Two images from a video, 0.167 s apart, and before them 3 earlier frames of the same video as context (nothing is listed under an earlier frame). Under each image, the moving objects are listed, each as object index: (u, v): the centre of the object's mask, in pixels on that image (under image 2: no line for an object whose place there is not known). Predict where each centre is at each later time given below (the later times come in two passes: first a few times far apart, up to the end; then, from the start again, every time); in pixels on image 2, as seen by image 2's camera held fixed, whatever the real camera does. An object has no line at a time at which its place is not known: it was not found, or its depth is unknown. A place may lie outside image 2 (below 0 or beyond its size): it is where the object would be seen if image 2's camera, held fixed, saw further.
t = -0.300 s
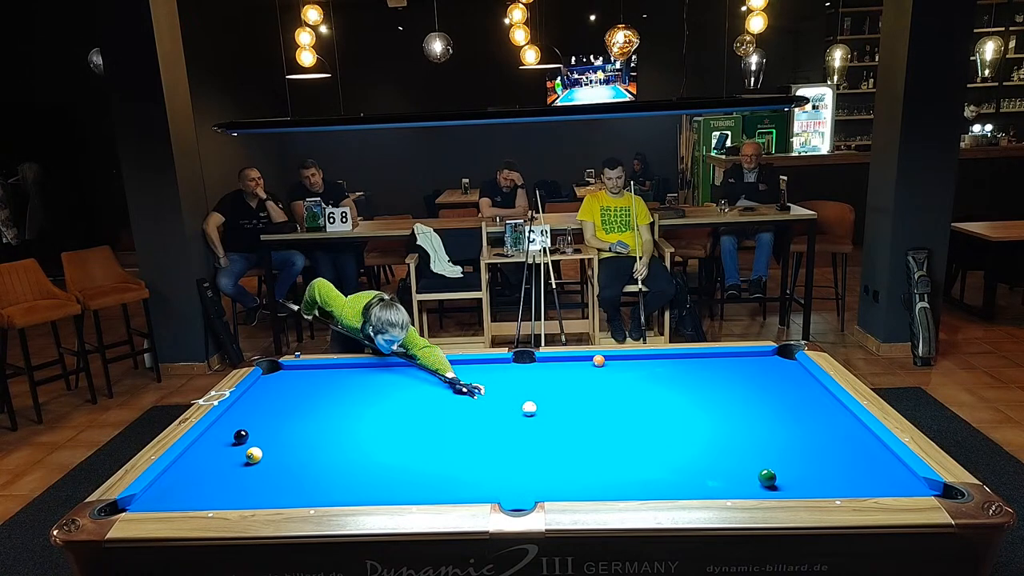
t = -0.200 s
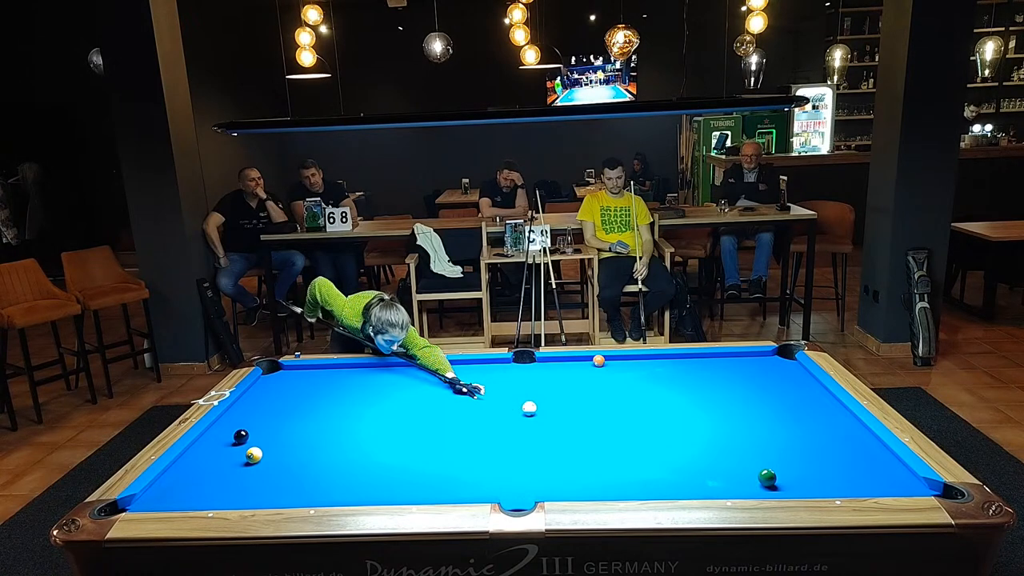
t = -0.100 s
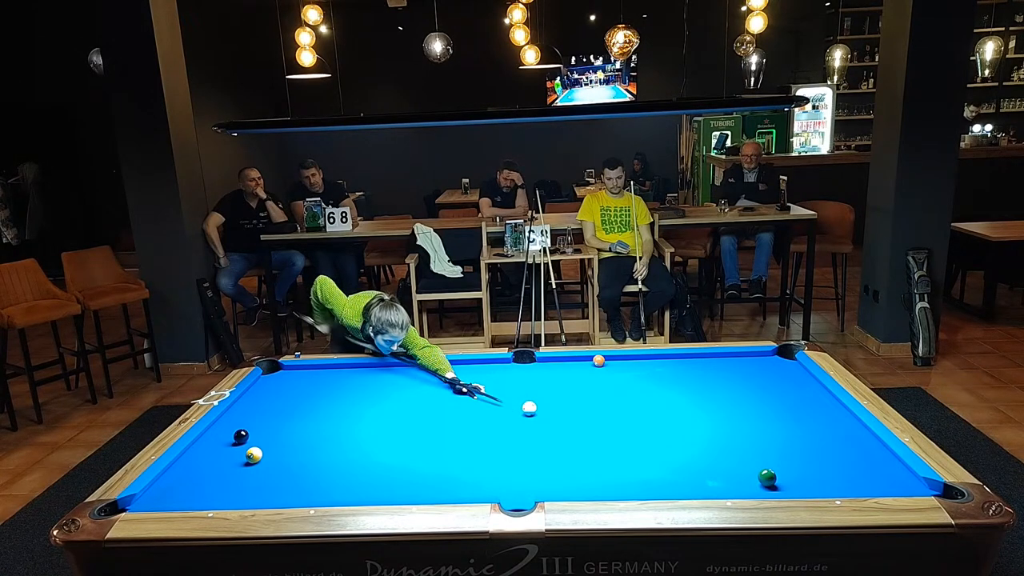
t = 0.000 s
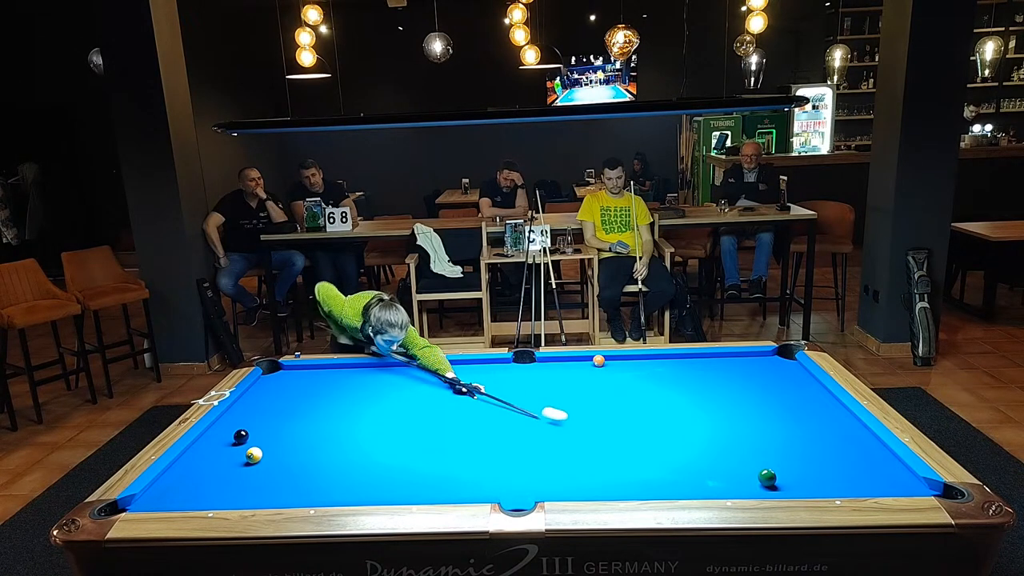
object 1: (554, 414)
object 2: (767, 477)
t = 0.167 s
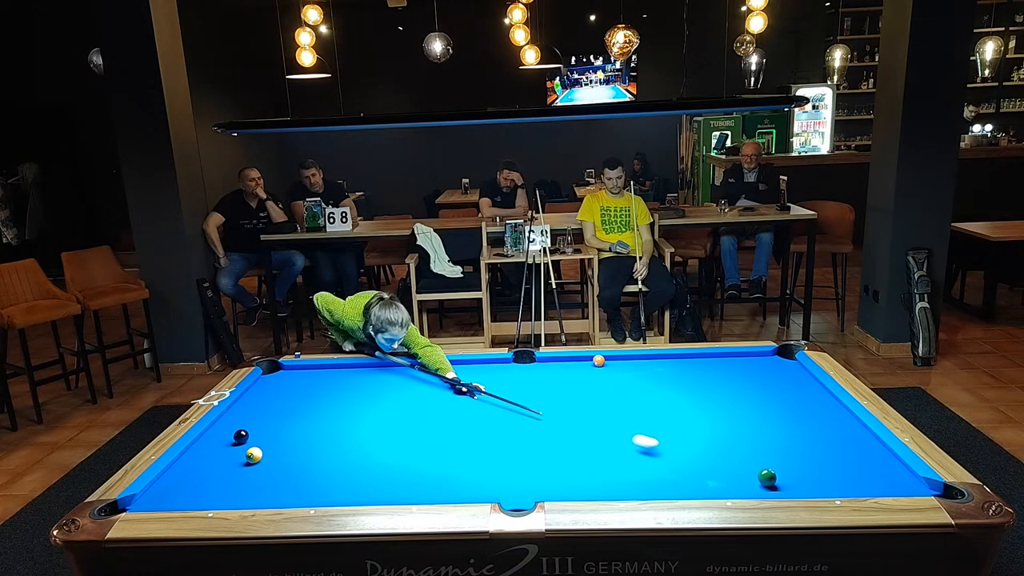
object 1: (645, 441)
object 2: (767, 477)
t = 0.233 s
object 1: (681, 452)
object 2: (767, 477)
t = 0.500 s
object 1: (750, 486)
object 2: (832, 480)
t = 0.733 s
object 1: (724, 474)
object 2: (919, 485)
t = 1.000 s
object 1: (698, 465)
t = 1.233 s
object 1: (678, 456)
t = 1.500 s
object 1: (658, 447)
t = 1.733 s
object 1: (641, 440)
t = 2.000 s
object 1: (624, 433)
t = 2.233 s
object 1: (611, 427)
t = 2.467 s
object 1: (600, 422)
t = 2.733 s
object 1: (587, 417)
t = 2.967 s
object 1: (578, 412)
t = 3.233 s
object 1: (568, 408)
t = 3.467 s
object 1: (561, 405)
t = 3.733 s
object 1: (553, 402)
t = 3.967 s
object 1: (547, 399)
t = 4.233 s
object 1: (542, 397)
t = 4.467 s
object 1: (538, 395)
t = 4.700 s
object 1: (534, 394)
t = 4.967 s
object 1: (531, 392)
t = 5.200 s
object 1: (530, 391)
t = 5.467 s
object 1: (528, 391)
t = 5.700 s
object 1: (527, 390)
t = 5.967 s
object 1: (526, 390)
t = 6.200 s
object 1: (526, 390)
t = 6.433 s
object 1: (526, 390)
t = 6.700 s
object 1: (526, 390)
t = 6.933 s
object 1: (526, 390)
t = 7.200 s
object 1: (526, 390)
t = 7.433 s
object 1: (526, 390)
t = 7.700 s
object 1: (526, 390)
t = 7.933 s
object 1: (526, 390)
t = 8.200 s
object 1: (526, 390)
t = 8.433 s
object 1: (526, 390)
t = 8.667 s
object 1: (526, 390)
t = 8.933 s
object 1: (526, 390)
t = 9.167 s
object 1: (526, 390)
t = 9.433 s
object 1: (526, 390)
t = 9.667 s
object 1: (526, 390)
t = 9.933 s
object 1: (526, 390)
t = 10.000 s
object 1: (526, 390)
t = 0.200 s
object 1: (663, 447)
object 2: (767, 477)
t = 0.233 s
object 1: (681, 452)
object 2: (767, 477)
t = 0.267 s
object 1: (700, 458)
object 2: (767, 477)
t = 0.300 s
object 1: (718, 464)
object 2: (767, 477)
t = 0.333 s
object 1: (736, 470)
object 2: (767, 477)
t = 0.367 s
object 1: (748, 475)
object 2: (774, 477)
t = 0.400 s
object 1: (749, 479)
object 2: (789, 478)
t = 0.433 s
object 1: (750, 483)
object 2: (805, 479)
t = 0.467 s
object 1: (752, 485)
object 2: (819, 480)
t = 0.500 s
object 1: (750, 486)
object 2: (832, 480)
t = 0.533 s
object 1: (746, 484)
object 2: (845, 482)
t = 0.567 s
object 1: (742, 483)
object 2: (857, 482)
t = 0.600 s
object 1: (738, 481)
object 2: (869, 482)
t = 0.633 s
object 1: (735, 479)
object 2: (881, 483)
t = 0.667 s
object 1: (731, 478)
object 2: (893, 483)
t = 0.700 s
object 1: (727, 476)
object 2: (905, 484)
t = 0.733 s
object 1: (724, 474)
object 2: (919, 485)
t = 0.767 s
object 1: (720, 473)
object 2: (932, 486)
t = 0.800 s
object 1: (717, 471)
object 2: (939, 490)
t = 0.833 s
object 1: (714, 471)
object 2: (944, 496)
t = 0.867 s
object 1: (711, 468)
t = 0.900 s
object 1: (707, 468)
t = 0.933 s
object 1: (704, 467)
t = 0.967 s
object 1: (702, 466)
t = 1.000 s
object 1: (698, 465)
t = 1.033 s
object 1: (695, 464)
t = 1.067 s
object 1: (692, 463)
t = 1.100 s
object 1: (689, 461)
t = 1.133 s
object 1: (687, 460)
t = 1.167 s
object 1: (684, 459)
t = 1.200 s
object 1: (681, 457)
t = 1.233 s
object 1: (678, 456)
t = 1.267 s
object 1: (675, 455)
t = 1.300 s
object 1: (673, 454)
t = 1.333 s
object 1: (670, 453)
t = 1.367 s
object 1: (667, 452)
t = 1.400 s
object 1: (665, 451)
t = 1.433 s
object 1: (662, 449)
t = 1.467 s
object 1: (660, 448)
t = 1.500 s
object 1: (658, 447)
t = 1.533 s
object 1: (655, 446)
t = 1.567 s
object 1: (653, 445)
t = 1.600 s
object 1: (650, 444)
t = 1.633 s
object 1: (648, 443)
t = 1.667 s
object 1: (646, 442)
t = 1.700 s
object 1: (643, 441)
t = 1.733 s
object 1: (641, 440)
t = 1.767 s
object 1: (639, 439)
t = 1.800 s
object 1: (637, 438)
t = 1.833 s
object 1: (635, 437)
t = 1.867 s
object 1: (633, 436)
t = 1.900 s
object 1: (630, 436)
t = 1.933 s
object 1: (628, 435)
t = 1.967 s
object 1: (626, 434)
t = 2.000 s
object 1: (624, 433)
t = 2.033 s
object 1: (623, 432)
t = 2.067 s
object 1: (621, 431)
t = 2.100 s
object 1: (619, 430)
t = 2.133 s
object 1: (617, 430)
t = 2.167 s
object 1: (615, 429)
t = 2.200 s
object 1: (613, 428)
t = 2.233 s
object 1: (611, 427)
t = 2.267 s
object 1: (610, 426)
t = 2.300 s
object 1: (608, 426)
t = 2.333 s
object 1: (606, 425)
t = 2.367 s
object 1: (604, 424)
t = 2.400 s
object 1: (603, 423)
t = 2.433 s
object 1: (601, 423)
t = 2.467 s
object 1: (600, 422)
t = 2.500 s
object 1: (598, 421)
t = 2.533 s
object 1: (596, 420)
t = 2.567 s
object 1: (595, 420)
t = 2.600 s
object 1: (593, 419)
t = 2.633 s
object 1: (592, 419)
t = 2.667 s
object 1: (590, 418)
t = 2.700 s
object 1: (589, 417)
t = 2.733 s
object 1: (587, 417)
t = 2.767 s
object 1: (586, 416)
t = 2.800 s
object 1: (585, 415)
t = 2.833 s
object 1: (583, 415)
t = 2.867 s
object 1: (582, 414)
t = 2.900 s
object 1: (581, 414)
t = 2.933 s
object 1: (579, 413)
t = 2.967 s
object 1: (578, 412)
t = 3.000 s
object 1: (577, 412)
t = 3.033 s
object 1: (575, 411)
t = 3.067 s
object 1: (574, 411)
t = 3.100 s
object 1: (573, 410)
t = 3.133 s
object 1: (572, 410)
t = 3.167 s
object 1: (571, 409)
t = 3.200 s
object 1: (569, 409)
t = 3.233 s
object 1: (568, 408)
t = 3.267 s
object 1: (567, 408)
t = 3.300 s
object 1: (566, 407)
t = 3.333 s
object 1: (565, 407)
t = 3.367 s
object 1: (564, 406)
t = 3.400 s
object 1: (563, 406)
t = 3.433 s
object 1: (562, 405)
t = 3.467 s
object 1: (561, 405)
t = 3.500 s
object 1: (560, 404)
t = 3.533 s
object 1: (559, 404)
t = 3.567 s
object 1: (558, 404)
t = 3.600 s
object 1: (557, 403)
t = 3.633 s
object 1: (556, 403)
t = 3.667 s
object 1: (555, 403)
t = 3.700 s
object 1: (554, 402)
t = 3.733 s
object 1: (553, 402)
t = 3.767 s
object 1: (552, 401)
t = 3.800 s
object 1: (551, 401)
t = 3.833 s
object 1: (550, 401)
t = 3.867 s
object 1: (550, 400)
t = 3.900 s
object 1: (549, 400)
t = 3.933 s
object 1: (548, 400)
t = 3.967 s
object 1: (547, 399)
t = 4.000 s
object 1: (547, 399)
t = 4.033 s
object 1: (546, 399)
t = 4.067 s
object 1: (545, 398)
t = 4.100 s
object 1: (544, 398)
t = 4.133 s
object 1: (544, 398)
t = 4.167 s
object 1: (543, 398)
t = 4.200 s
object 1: (542, 397)
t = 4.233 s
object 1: (542, 397)
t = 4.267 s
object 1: (541, 397)
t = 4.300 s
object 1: (540, 396)
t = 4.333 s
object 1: (540, 396)
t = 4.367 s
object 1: (539, 396)
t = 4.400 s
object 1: (539, 396)
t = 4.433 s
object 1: (538, 396)
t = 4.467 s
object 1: (538, 395)
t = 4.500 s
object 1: (537, 395)
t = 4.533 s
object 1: (536, 395)
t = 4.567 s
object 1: (536, 395)
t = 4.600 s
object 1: (536, 394)
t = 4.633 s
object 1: (535, 394)
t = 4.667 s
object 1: (535, 394)
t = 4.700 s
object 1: (534, 394)
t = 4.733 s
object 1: (534, 394)
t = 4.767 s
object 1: (533, 393)
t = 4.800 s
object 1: (533, 393)
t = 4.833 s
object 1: (533, 393)
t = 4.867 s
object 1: (532, 393)
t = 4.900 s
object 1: (532, 393)
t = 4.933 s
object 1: (532, 392)
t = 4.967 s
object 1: (531, 392)
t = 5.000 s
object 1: (531, 392)
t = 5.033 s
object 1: (531, 392)
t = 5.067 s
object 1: (530, 392)
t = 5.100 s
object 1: (530, 392)
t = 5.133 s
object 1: (530, 392)
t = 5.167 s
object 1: (530, 391)
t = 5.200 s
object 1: (530, 391)
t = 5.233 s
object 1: (529, 391)
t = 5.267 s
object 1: (529, 391)
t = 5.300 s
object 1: (529, 391)
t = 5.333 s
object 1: (529, 391)
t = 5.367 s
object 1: (528, 391)
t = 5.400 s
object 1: (528, 391)
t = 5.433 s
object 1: (528, 391)
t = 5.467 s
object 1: (528, 391)
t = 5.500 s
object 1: (528, 391)
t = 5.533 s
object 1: (527, 391)
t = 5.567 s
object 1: (527, 391)
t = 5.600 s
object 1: (527, 390)
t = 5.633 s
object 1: (527, 390)
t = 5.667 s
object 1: (527, 390)
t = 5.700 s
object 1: (527, 390)
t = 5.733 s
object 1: (527, 390)
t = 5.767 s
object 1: (527, 390)
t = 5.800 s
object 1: (527, 390)
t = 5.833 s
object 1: (527, 390)
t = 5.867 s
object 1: (527, 390)
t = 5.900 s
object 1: (526, 390)
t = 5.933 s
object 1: (526, 390)
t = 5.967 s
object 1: (526, 390)
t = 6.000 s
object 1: (526, 390)
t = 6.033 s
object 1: (526, 390)
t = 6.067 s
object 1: (526, 390)
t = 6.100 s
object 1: (526, 390)
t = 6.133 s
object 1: (526, 390)
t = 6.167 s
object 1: (526, 390)
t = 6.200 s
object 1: (526, 390)
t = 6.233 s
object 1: (526, 390)
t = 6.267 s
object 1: (526, 390)
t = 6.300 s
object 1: (526, 390)
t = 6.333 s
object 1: (526, 390)
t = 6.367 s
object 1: (526, 390)
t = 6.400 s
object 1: (526, 390)
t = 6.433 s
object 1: (526, 390)
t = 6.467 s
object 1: (526, 390)
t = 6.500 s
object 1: (526, 390)
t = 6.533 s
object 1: (527, 390)
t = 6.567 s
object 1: (526, 390)
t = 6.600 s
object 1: (526, 390)
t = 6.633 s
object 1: (526, 390)
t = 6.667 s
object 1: (526, 390)
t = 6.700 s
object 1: (526, 390)
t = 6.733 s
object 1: (526, 390)
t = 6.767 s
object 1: (526, 390)
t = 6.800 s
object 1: (526, 390)
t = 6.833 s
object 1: (526, 390)
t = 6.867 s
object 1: (526, 390)
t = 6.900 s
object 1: (526, 390)
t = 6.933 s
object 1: (526, 390)
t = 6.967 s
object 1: (526, 390)
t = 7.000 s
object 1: (526, 390)
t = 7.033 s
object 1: (526, 390)
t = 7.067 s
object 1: (526, 390)
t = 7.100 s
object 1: (526, 390)
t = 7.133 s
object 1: (526, 390)
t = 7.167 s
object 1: (526, 390)
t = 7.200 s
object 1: (526, 390)
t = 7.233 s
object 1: (526, 390)
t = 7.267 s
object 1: (526, 390)
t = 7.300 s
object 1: (526, 390)
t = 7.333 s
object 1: (526, 390)
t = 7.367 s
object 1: (526, 390)
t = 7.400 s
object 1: (526, 390)
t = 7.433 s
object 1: (526, 390)
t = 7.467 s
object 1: (526, 390)
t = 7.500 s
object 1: (526, 390)
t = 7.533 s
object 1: (526, 390)
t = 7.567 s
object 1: (526, 390)
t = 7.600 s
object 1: (526, 390)
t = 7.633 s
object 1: (526, 390)
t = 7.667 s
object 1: (526, 390)
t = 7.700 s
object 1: (526, 390)
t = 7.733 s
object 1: (526, 390)
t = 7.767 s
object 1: (526, 390)
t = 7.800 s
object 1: (526, 390)
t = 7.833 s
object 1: (526, 390)
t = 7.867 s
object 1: (526, 390)
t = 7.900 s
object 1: (526, 390)
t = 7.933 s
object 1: (526, 390)
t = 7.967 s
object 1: (526, 390)
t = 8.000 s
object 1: (526, 390)
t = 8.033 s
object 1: (526, 390)
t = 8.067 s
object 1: (526, 390)
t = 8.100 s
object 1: (526, 390)
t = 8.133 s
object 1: (526, 390)
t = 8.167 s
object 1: (526, 390)
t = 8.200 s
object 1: (526, 390)
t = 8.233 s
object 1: (526, 390)
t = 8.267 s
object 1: (526, 390)
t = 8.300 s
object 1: (526, 390)
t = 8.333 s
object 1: (526, 390)
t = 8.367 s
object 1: (526, 390)
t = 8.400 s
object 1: (526, 390)
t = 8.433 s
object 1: (526, 390)
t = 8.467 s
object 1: (526, 390)
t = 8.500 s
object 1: (526, 390)
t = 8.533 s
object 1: (526, 390)
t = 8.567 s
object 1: (526, 390)
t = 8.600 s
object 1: (526, 390)
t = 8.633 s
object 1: (526, 390)
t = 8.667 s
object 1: (526, 390)
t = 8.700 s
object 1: (526, 390)
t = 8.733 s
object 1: (526, 390)
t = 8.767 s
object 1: (526, 390)
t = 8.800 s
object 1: (526, 390)
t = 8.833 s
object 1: (526, 390)
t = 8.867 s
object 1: (526, 390)
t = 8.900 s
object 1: (526, 390)
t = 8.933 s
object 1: (526, 390)
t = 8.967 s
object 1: (526, 390)
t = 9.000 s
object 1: (526, 390)
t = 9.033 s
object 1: (526, 390)
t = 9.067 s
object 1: (526, 390)
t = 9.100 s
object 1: (526, 390)
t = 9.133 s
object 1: (526, 390)
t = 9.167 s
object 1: (526, 390)
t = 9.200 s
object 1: (526, 390)
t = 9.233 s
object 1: (526, 390)
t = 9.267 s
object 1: (526, 390)
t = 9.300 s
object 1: (526, 390)
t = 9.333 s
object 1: (526, 390)
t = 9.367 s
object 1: (526, 390)
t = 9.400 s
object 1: (526, 390)
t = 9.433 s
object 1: (526, 390)
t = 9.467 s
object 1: (526, 390)
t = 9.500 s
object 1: (526, 390)
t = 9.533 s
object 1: (526, 390)
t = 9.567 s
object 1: (526, 390)
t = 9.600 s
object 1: (526, 390)
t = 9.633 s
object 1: (526, 390)
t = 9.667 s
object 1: (526, 390)
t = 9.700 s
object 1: (526, 390)
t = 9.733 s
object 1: (527, 390)
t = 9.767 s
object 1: (526, 390)
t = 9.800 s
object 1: (526, 390)
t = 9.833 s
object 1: (526, 390)
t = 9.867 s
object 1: (526, 390)
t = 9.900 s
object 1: (526, 390)
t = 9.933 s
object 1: (526, 390)
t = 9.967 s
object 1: (526, 390)
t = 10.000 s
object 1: (526, 390)
